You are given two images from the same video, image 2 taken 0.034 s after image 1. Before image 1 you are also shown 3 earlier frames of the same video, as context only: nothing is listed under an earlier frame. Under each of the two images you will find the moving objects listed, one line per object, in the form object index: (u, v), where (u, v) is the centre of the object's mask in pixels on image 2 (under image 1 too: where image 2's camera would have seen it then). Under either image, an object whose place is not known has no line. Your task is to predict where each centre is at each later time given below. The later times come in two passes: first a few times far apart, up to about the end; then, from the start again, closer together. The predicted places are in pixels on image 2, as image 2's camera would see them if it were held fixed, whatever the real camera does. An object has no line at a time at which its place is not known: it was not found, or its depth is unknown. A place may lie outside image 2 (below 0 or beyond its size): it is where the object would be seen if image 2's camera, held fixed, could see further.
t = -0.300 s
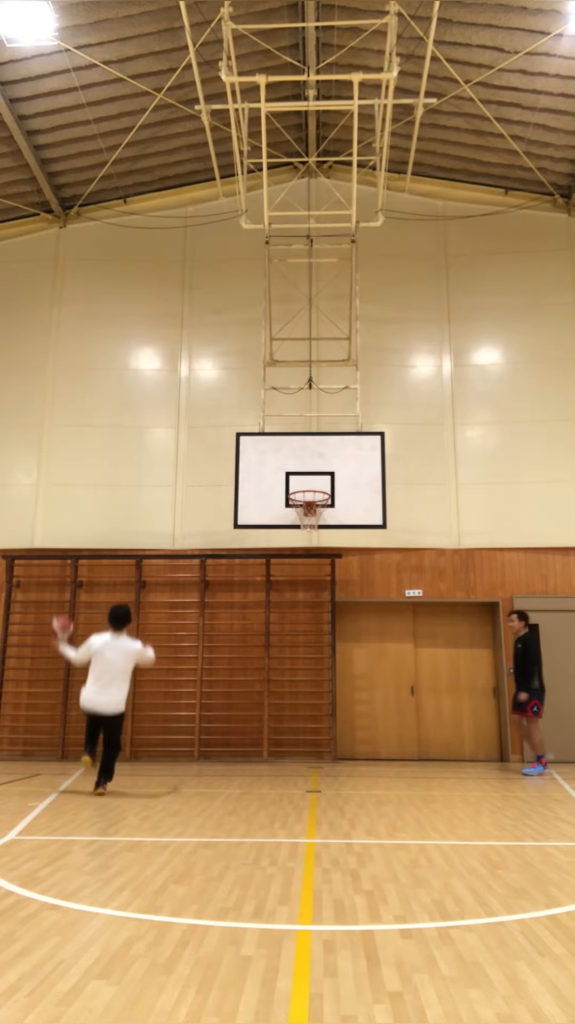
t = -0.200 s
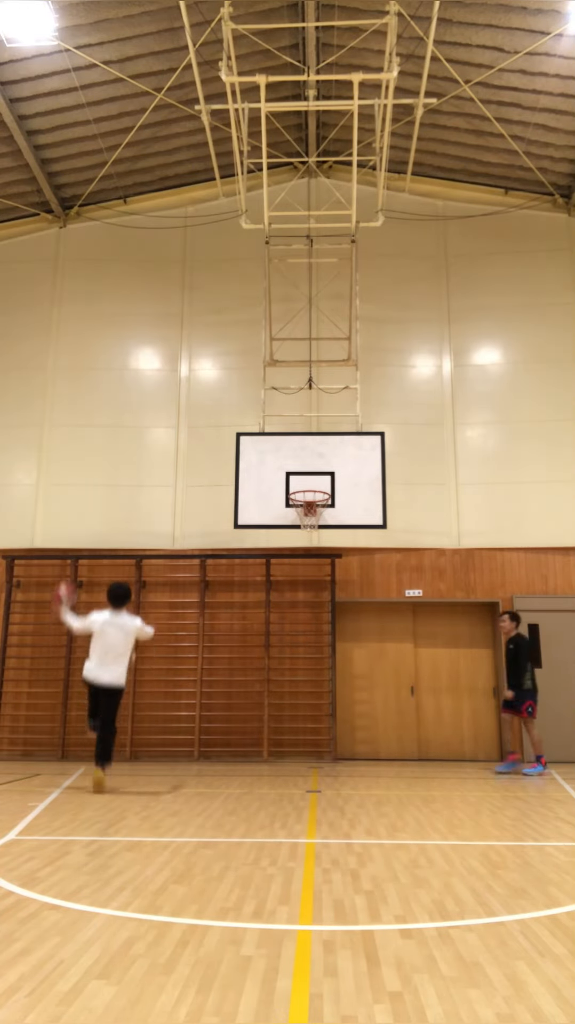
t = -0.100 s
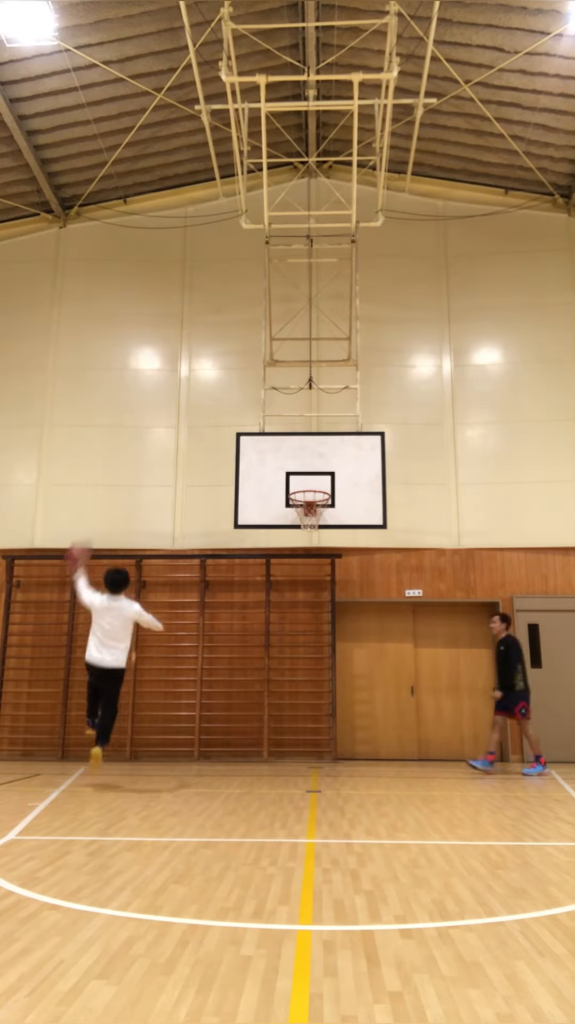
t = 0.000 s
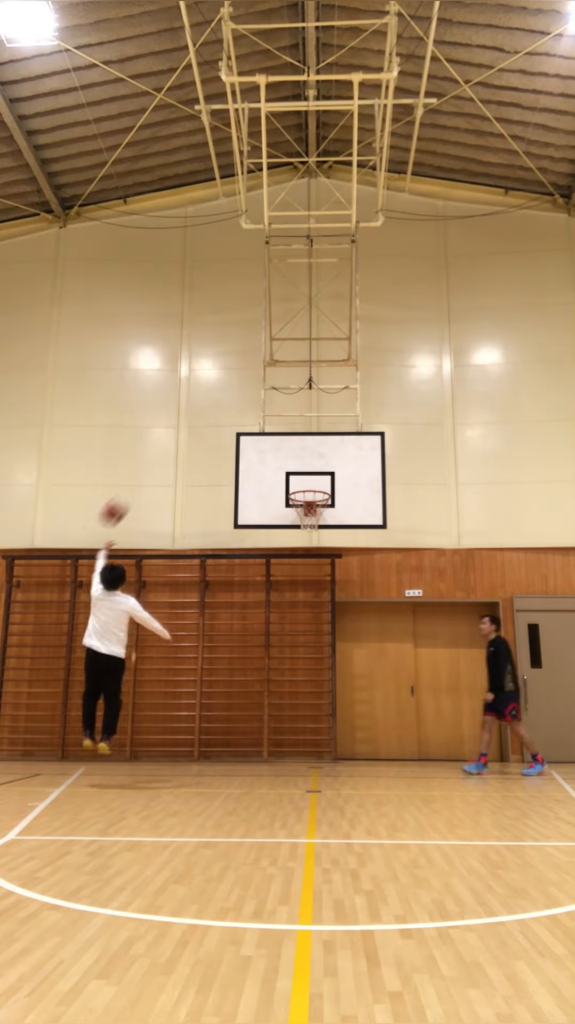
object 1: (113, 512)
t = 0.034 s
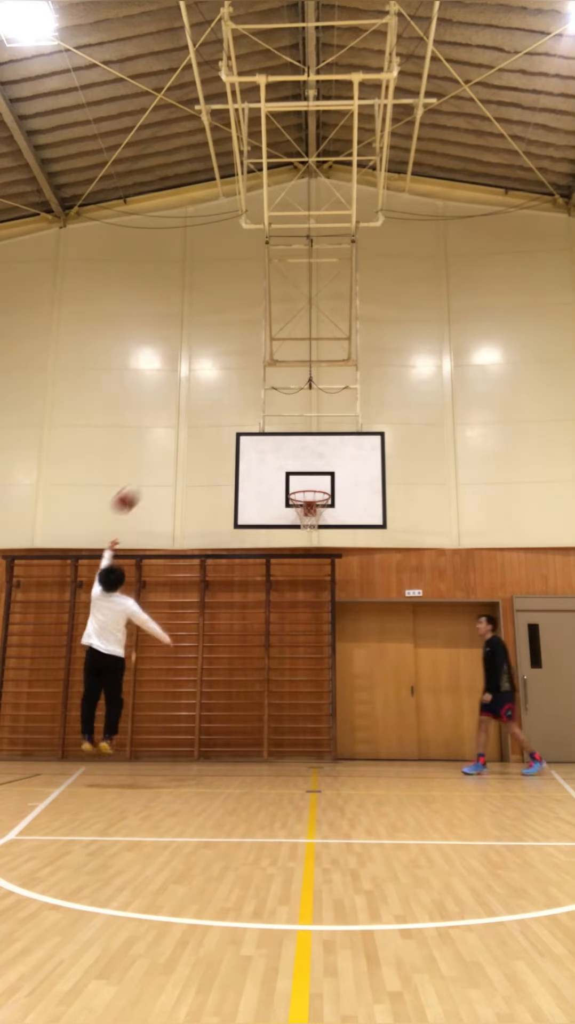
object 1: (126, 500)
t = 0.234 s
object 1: (191, 452)
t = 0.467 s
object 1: (252, 442)
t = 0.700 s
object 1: (299, 459)
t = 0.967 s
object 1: (306, 475)
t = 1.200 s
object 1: (272, 482)
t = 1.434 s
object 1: (238, 536)
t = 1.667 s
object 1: (202, 634)
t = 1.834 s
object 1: (172, 740)
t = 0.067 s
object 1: (137, 490)
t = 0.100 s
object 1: (149, 480)
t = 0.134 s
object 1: (159, 472)
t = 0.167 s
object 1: (170, 464)
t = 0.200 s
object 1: (180, 458)
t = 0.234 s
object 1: (191, 452)
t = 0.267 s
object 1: (200, 448)
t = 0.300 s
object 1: (209, 444)
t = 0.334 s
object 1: (217, 442)
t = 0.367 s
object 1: (226, 441)
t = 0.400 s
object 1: (234, 440)
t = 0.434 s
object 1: (244, 441)
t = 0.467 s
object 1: (252, 442)
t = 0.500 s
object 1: (261, 444)
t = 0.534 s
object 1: (270, 447)
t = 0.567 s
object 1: (278, 450)
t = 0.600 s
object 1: (286, 454)
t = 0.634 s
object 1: (290, 455)
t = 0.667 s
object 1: (295, 457)
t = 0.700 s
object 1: (299, 459)
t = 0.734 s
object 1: (304, 463)
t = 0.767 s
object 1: (309, 468)
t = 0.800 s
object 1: (314, 474)
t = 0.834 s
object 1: (318, 480)
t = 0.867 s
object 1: (321, 484)
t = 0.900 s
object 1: (315, 480)
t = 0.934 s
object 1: (311, 477)
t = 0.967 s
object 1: (306, 475)
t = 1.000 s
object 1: (301, 473)
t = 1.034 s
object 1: (296, 472)
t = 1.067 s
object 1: (291, 472)
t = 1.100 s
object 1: (286, 473)
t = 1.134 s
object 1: (281, 475)
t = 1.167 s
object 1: (277, 478)
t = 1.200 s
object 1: (272, 482)
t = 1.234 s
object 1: (267, 487)
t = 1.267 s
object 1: (262, 492)
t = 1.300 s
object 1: (257, 499)
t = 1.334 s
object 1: (252, 507)
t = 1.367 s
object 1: (247, 515)
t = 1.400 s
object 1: (243, 525)
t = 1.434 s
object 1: (238, 536)
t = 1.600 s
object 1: (212, 599)
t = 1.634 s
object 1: (208, 616)
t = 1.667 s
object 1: (202, 634)
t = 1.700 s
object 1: (197, 653)
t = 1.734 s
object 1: (191, 672)
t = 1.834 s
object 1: (172, 740)
